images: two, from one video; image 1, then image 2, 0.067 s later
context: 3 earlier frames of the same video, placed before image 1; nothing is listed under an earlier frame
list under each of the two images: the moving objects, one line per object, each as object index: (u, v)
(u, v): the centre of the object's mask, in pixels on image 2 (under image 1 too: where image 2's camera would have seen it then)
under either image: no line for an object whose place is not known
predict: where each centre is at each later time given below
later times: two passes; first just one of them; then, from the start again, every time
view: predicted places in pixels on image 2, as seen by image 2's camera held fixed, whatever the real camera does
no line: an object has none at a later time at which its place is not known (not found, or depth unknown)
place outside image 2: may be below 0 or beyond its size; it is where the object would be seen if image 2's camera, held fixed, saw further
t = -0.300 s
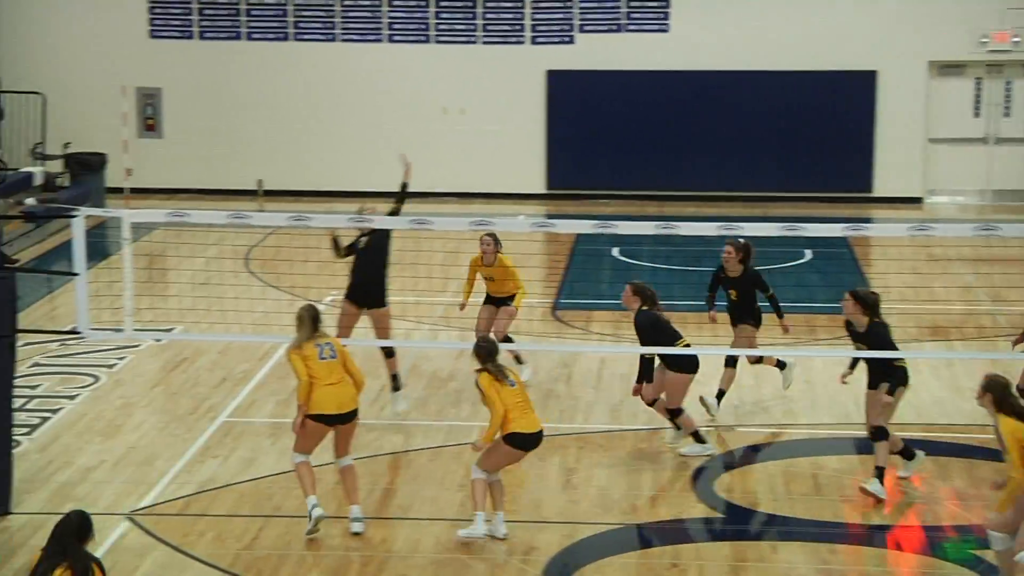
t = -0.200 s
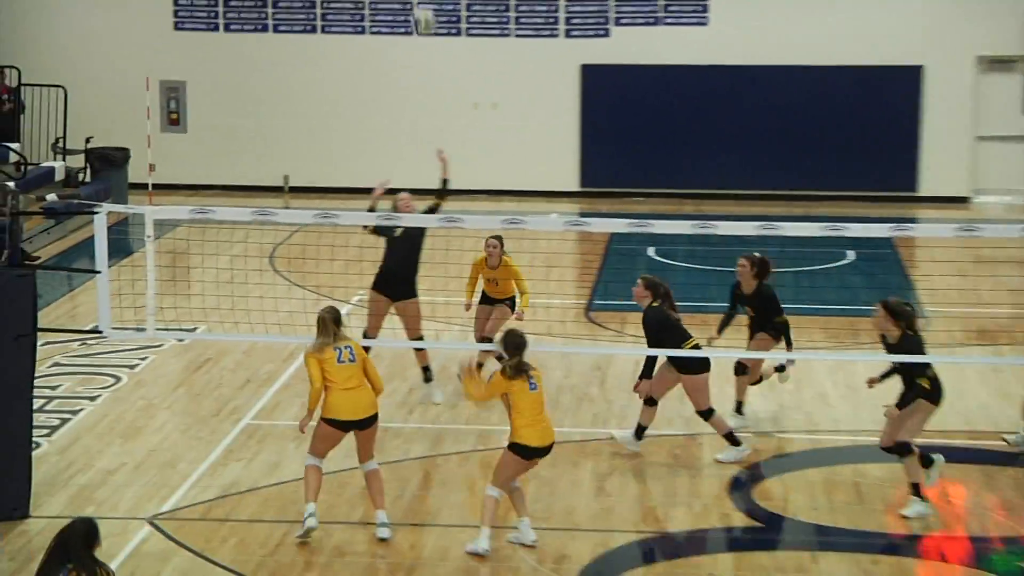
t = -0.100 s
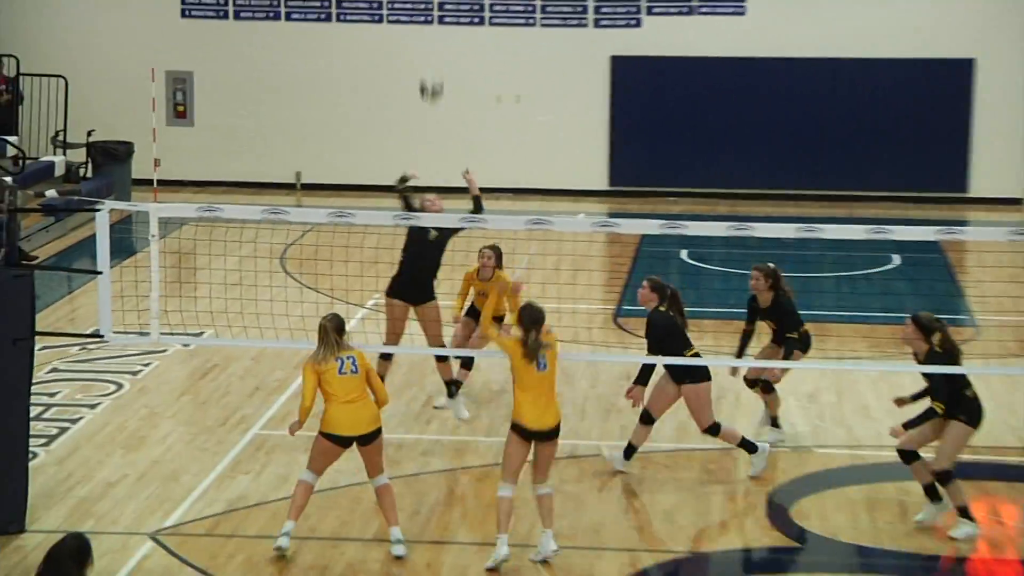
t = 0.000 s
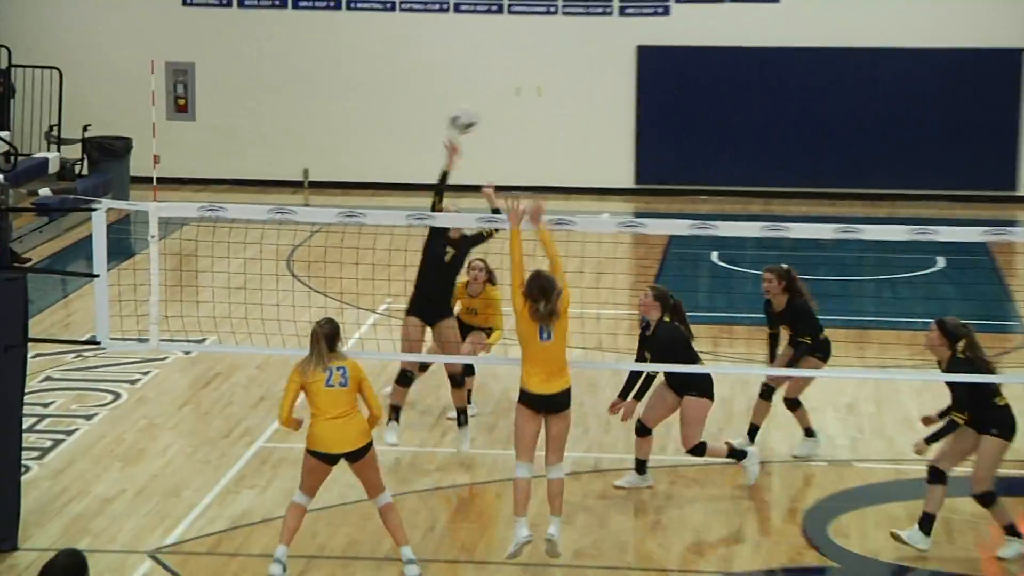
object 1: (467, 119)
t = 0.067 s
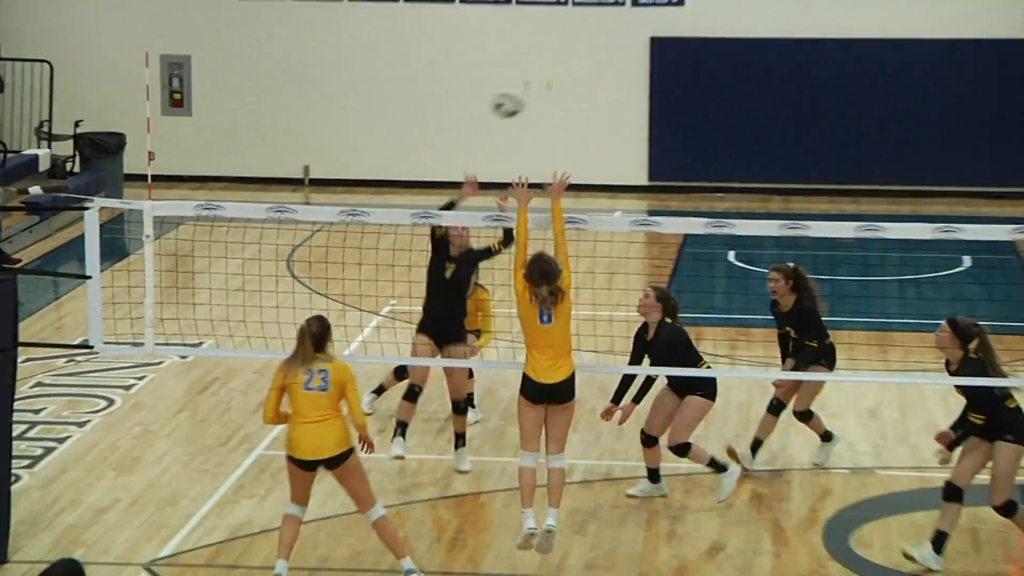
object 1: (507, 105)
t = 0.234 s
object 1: (615, 91)
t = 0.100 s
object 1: (532, 97)
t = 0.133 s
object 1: (552, 93)
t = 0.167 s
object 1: (574, 90)
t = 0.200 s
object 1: (594, 90)
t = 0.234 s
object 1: (615, 91)
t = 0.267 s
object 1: (634, 95)
